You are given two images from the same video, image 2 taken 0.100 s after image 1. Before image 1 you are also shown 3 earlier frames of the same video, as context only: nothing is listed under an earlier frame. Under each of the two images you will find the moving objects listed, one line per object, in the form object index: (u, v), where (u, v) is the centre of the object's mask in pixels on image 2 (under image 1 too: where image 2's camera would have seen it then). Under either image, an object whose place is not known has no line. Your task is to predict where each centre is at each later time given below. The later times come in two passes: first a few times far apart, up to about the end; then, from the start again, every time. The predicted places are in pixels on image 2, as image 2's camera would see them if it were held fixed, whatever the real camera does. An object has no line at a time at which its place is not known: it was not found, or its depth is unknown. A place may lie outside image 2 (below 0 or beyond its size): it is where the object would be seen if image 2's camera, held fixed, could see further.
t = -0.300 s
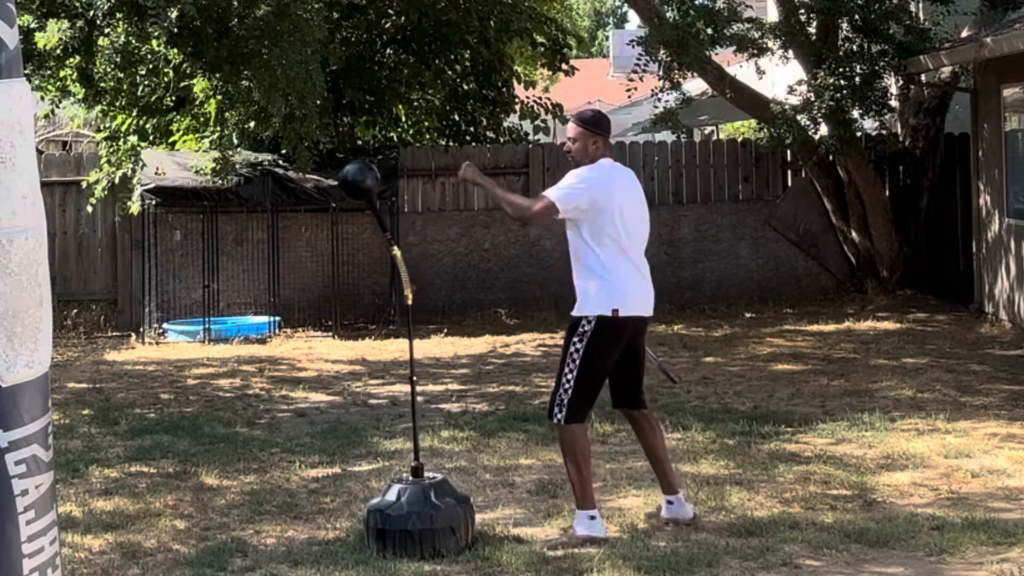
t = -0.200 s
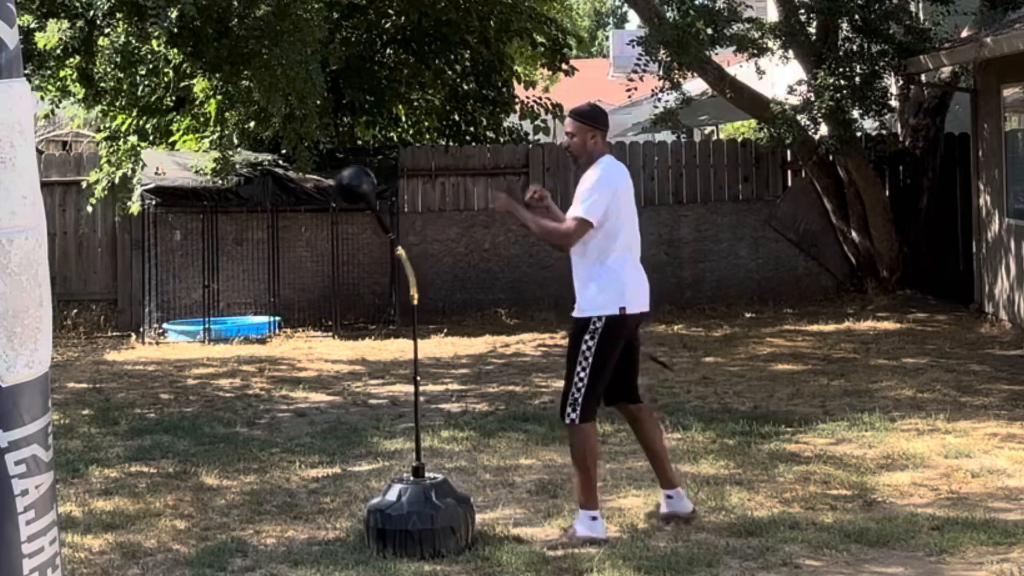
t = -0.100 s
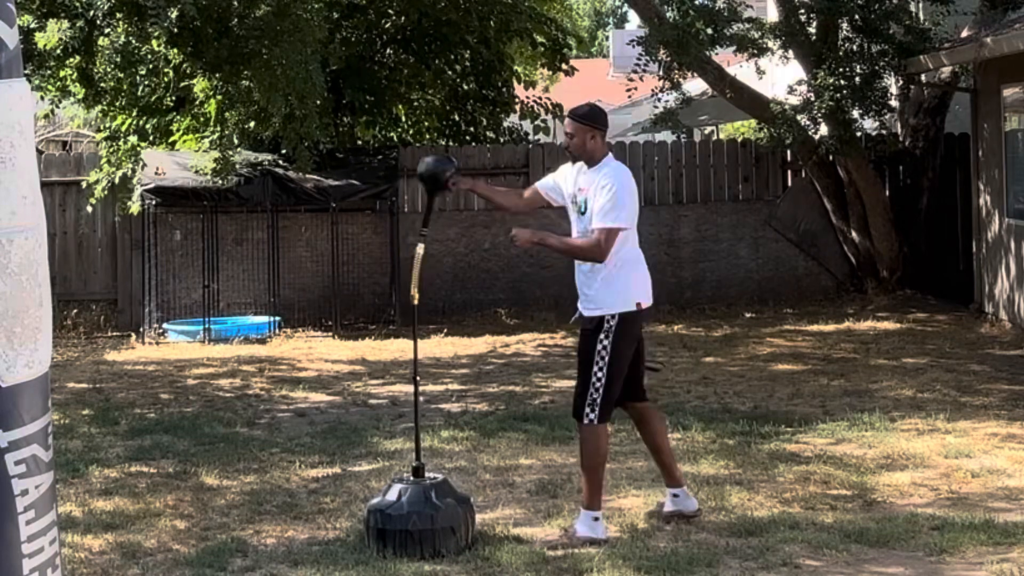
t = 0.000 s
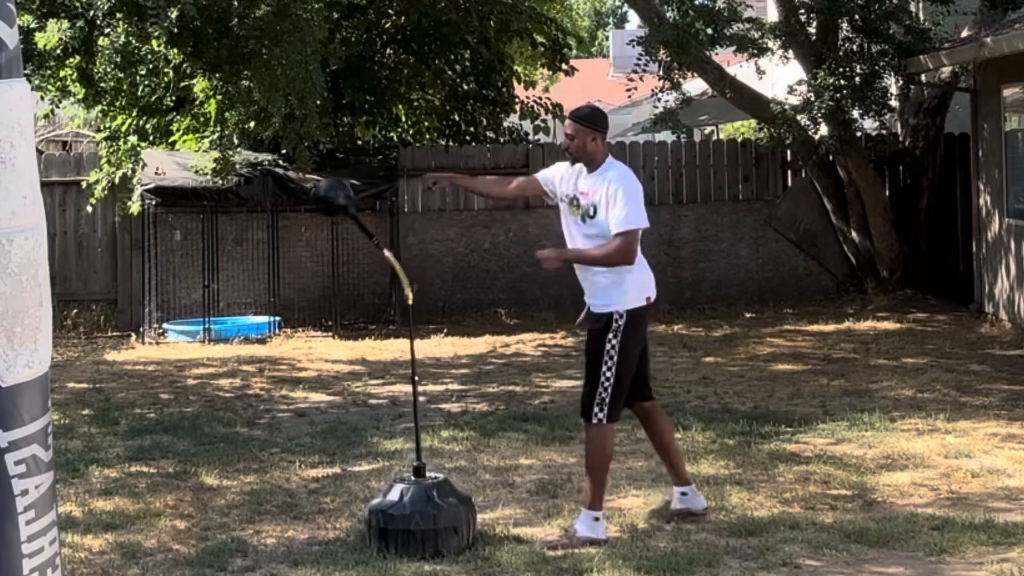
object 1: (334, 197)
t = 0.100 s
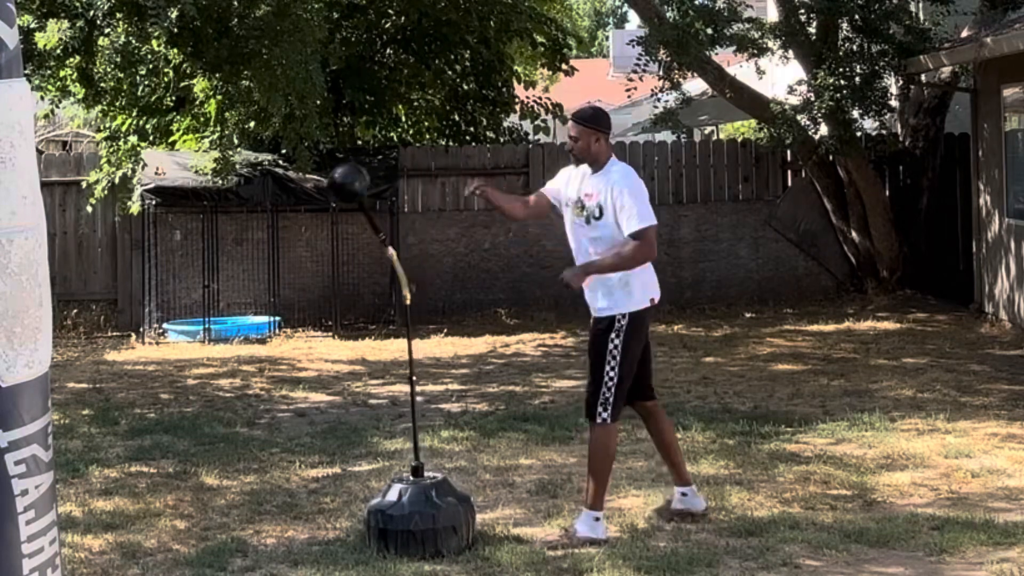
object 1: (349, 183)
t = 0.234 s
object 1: (484, 187)
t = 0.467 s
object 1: (356, 183)
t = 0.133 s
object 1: (379, 171)
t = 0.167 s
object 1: (416, 171)
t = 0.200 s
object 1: (454, 172)
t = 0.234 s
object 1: (484, 187)
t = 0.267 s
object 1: (498, 200)
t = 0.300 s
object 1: (497, 201)
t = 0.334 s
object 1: (484, 188)
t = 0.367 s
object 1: (454, 174)
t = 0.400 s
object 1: (417, 169)
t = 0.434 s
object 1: (382, 173)
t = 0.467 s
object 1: (356, 183)
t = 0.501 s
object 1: (338, 194)
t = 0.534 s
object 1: (333, 199)
